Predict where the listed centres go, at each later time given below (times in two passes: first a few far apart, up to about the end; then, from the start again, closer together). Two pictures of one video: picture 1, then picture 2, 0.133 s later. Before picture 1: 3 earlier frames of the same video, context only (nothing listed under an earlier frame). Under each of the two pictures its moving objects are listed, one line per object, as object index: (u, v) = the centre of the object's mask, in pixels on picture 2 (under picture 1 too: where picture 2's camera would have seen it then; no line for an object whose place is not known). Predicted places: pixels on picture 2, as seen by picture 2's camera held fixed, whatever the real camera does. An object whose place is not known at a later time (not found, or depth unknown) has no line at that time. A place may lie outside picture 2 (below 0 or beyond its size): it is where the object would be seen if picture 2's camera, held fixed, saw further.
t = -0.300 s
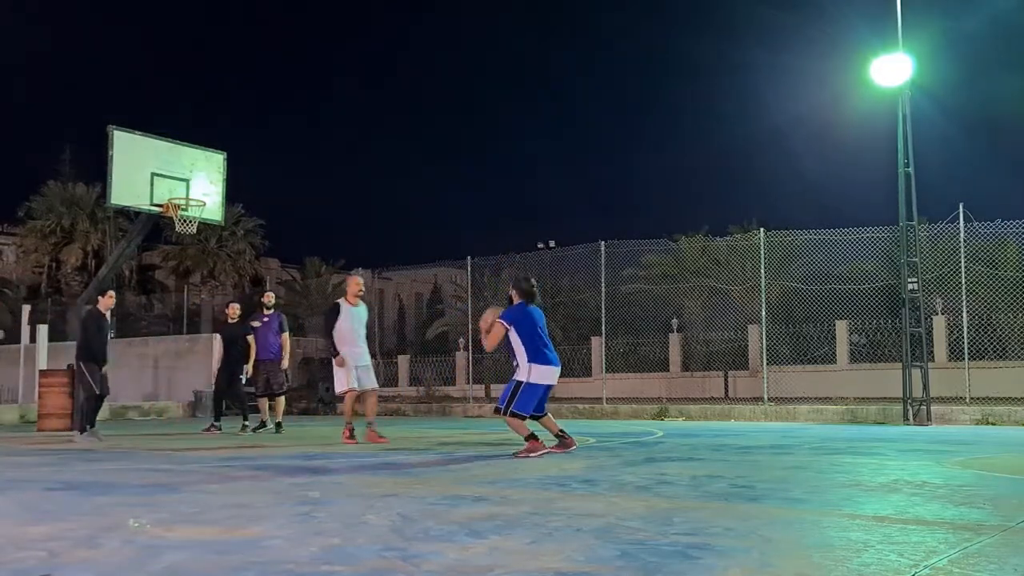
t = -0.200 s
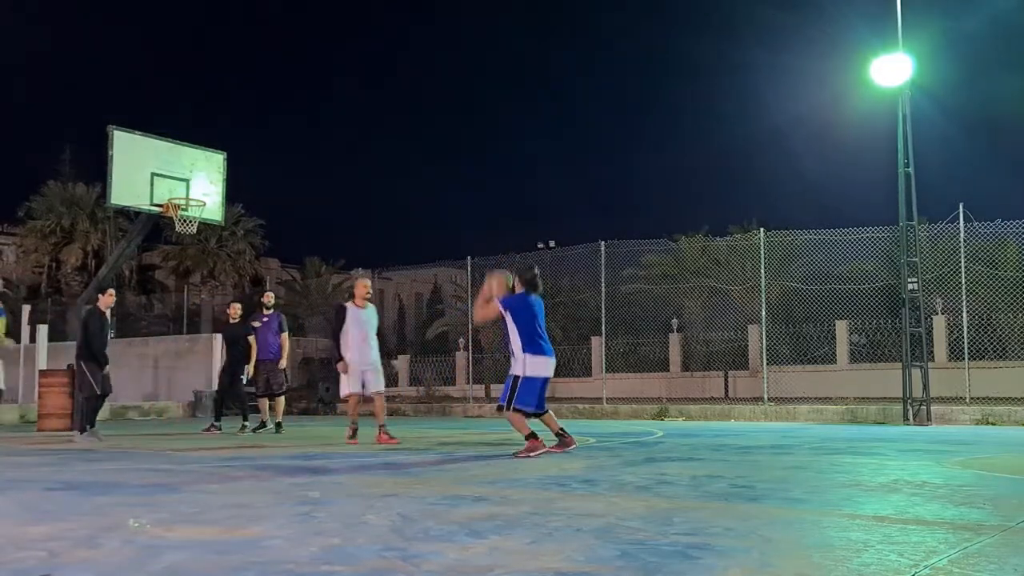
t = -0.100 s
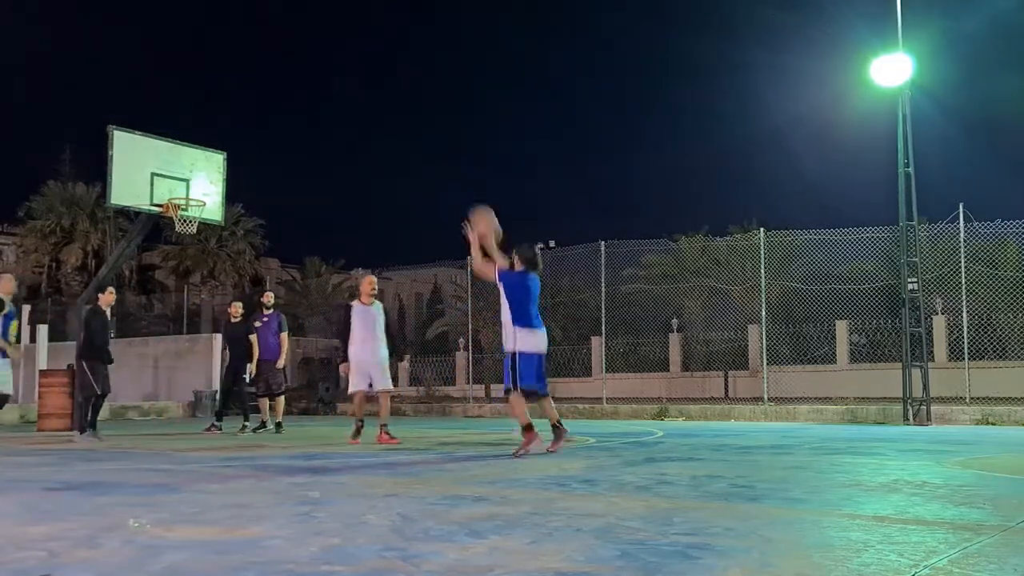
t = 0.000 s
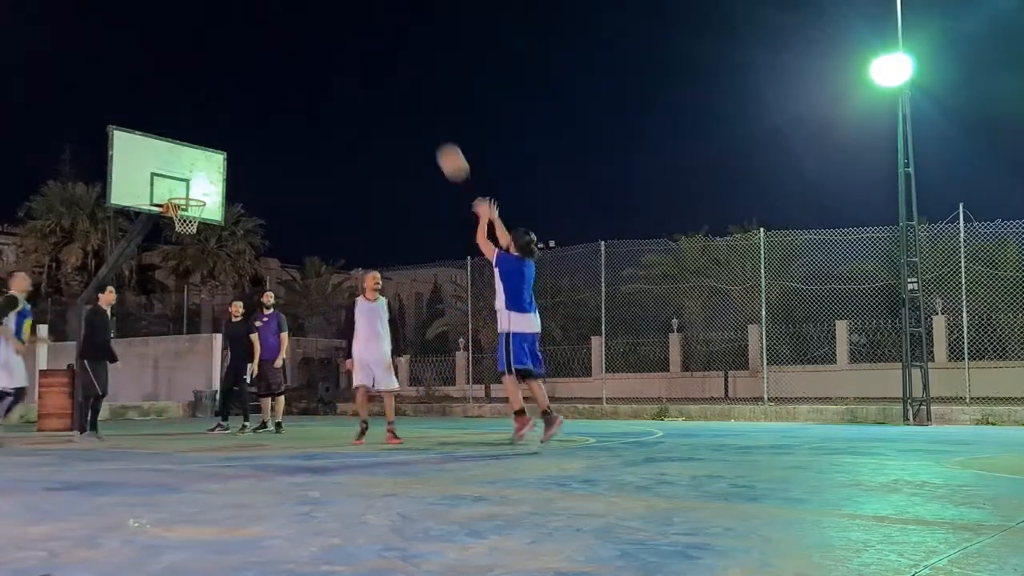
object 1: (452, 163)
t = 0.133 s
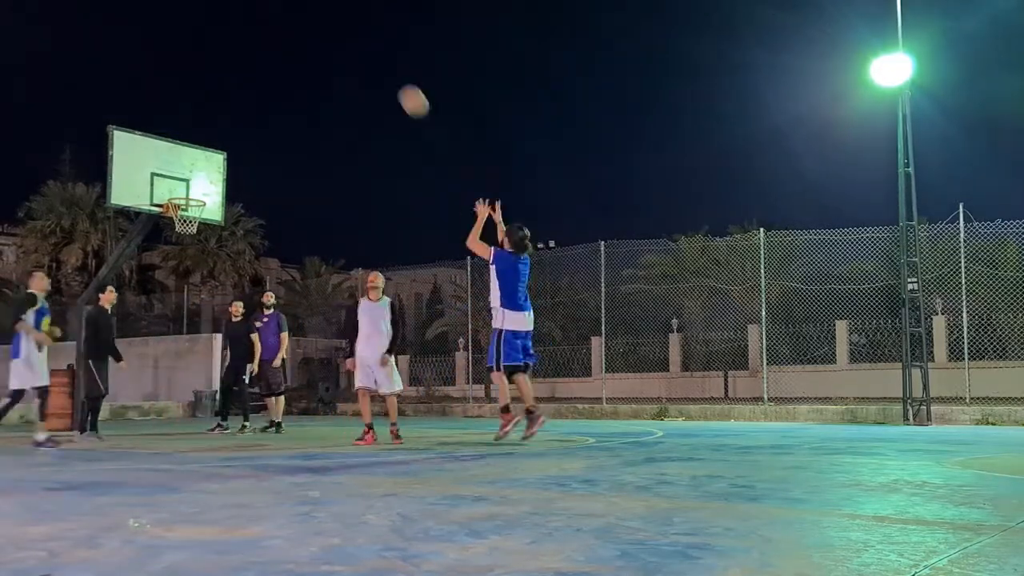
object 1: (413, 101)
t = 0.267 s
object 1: (378, 61)
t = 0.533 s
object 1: (317, 36)
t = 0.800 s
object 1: (266, 69)
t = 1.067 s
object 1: (224, 146)
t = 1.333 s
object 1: (208, 174)
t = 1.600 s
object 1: (213, 169)
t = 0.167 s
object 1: (404, 89)
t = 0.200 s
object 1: (395, 79)
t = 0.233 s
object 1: (386, 69)
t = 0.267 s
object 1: (378, 61)
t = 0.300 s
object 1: (370, 54)
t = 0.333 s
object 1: (362, 49)
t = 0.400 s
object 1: (346, 40)
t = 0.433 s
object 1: (339, 38)
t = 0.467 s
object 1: (331, 36)
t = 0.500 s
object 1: (324, 36)
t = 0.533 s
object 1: (317, 36)
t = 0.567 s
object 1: (310, 37)
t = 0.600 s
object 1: (303, 39)
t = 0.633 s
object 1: (297, 42)
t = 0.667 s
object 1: (291, 46)
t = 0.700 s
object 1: (284, 51)
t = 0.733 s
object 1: (278, 56)
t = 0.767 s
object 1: (272, 62)
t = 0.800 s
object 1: (266, 69)
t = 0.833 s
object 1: (260, 76)
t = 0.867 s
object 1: (254, 85)
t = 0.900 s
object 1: (248, 94)
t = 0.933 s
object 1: (243, 103)
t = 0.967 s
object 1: (238, 114)
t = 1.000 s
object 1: (232, 125)
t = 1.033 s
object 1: (227, 137)
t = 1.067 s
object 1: (224, 146)
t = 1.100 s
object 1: (217, 161)
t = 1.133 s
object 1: (212, 174)
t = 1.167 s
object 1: (207, 189)
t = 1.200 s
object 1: (205, 194)
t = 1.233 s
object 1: (206, 188)
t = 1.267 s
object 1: (207, 182)
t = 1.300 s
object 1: (207, 178)
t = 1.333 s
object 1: (208, 174)
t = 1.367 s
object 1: (208, 171)
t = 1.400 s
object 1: (209, 168)
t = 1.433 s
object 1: (209, 167)
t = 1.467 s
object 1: (210, 166)
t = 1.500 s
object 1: (210, 166)
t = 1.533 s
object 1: (211, 167)
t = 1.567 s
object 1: (211, 169)
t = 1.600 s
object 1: (213, 169)
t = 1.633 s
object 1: (218, 170)
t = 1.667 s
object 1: (222, 171)
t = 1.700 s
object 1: (226, 173)
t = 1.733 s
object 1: (229, 176)
